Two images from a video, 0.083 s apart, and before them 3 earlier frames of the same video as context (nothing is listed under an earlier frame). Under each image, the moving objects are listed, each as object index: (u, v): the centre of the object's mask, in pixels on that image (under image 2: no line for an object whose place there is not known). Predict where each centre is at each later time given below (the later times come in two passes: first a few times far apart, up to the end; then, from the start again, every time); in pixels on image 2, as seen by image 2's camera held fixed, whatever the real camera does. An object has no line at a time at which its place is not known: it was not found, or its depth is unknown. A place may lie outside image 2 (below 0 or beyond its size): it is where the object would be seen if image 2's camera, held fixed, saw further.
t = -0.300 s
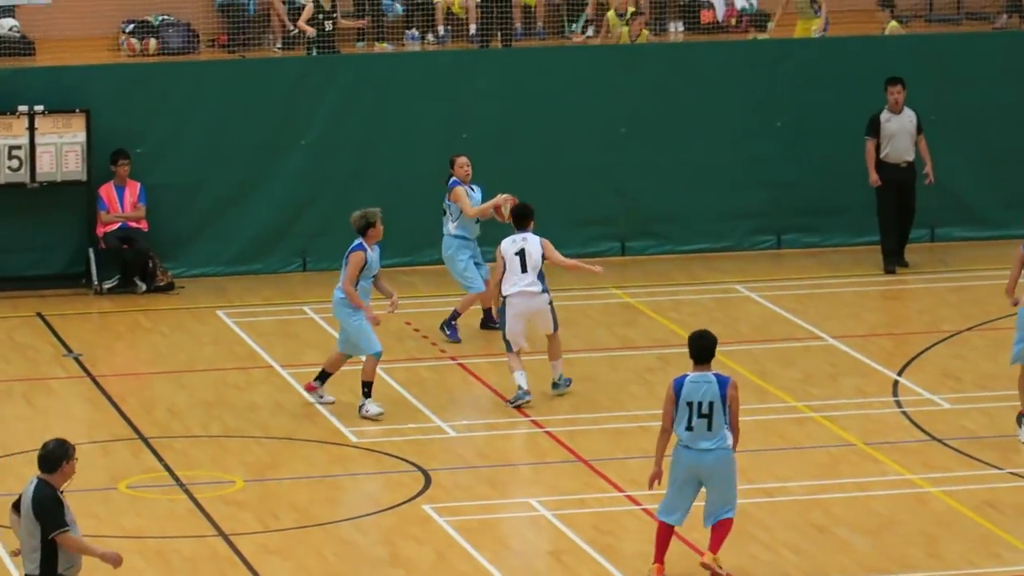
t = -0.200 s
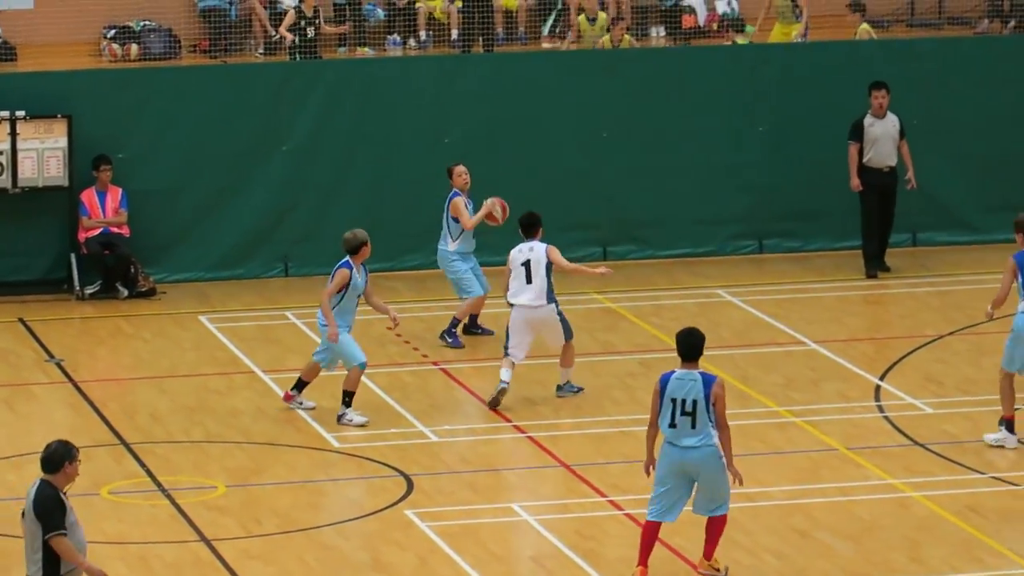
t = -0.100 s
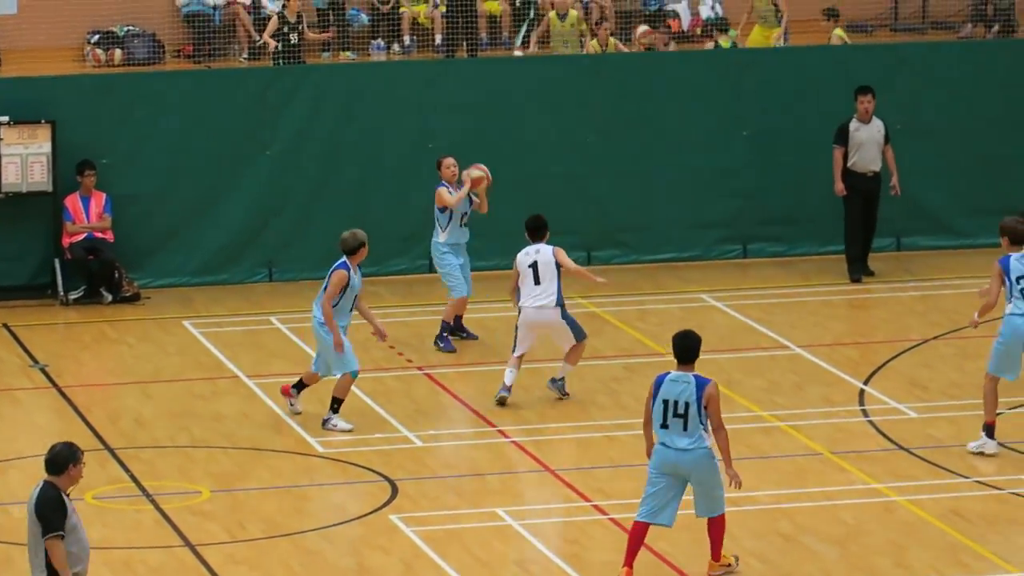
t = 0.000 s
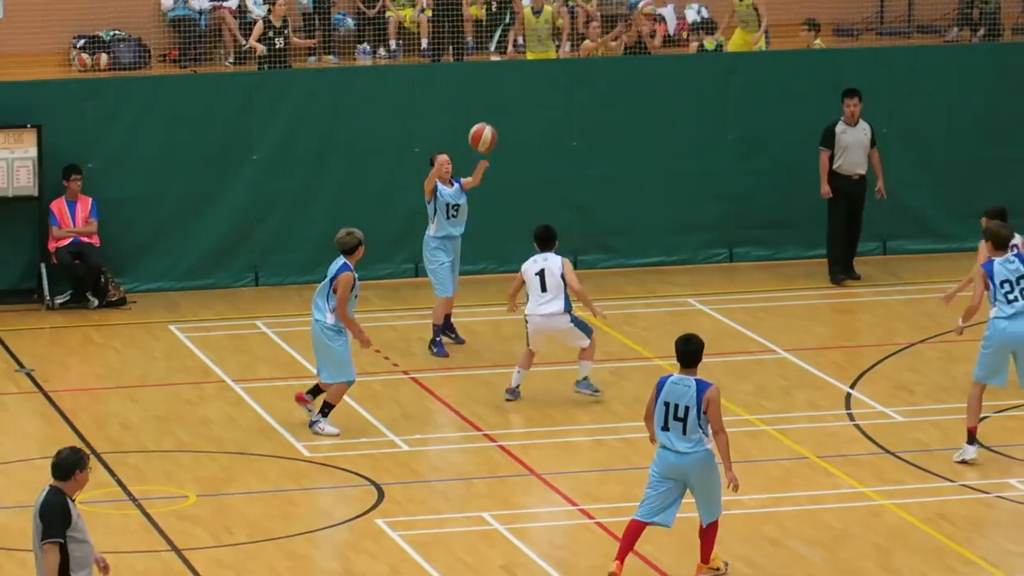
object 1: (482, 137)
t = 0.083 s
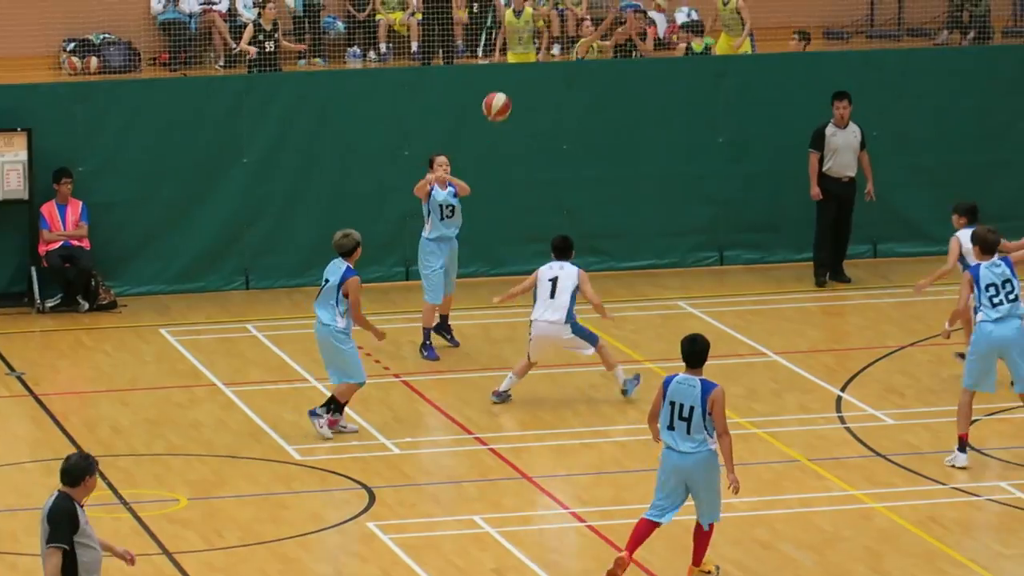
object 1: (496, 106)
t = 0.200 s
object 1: (530, 71)
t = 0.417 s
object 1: (596, 49)
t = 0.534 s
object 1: (633, 62)
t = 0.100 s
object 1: (502, 100)
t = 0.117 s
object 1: (506, 95)
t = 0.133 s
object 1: (511, 90)
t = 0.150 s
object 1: (516, 84)
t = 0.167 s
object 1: (521, 80)
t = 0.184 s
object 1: (526, 76)
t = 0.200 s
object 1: (530, 71)
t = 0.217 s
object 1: (536, 68)
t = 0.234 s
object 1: (541, 65)
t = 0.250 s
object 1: (545, 62)
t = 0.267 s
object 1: (550, 59)
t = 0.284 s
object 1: (555, 57)
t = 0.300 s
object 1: (560, 54)
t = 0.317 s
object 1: (565, 53)
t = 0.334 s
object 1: (570, 51)
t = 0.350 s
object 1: (575, 50)
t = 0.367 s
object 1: (580, 49)
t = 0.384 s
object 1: (586, 49)
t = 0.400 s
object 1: (591, 49)
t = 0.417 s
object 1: (596, 49)
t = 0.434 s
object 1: (601, 50)
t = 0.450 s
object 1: (607, 51)
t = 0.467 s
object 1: (611, 52)
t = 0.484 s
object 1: (616, 53)
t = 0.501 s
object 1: (622, 56)
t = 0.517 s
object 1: (628, 59)
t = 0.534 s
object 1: (633, 62)
